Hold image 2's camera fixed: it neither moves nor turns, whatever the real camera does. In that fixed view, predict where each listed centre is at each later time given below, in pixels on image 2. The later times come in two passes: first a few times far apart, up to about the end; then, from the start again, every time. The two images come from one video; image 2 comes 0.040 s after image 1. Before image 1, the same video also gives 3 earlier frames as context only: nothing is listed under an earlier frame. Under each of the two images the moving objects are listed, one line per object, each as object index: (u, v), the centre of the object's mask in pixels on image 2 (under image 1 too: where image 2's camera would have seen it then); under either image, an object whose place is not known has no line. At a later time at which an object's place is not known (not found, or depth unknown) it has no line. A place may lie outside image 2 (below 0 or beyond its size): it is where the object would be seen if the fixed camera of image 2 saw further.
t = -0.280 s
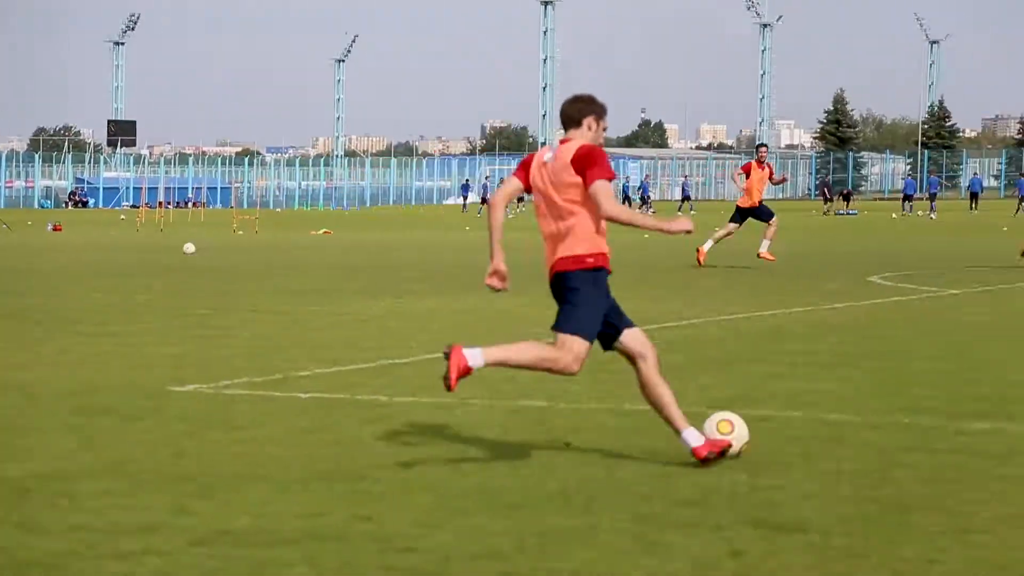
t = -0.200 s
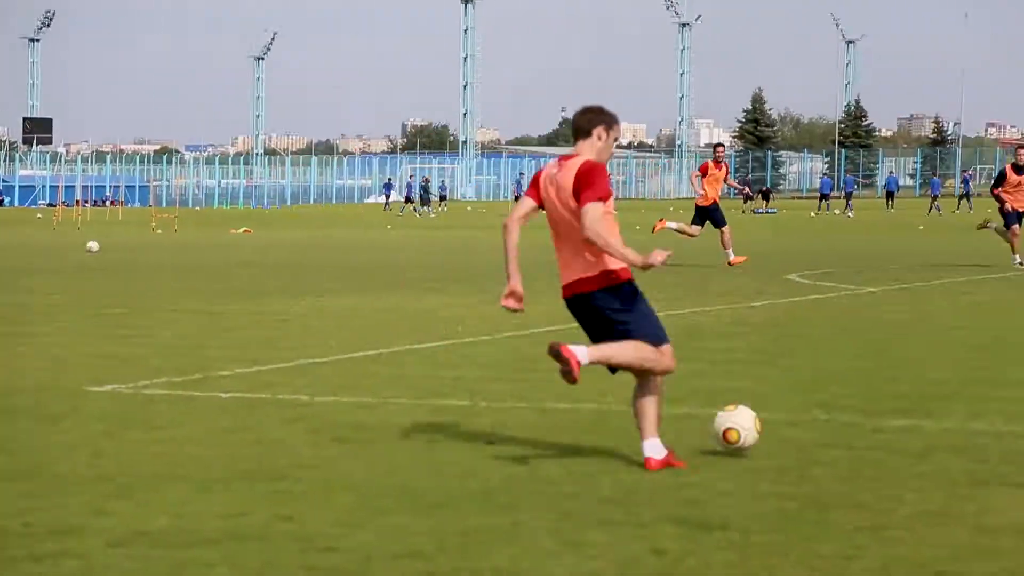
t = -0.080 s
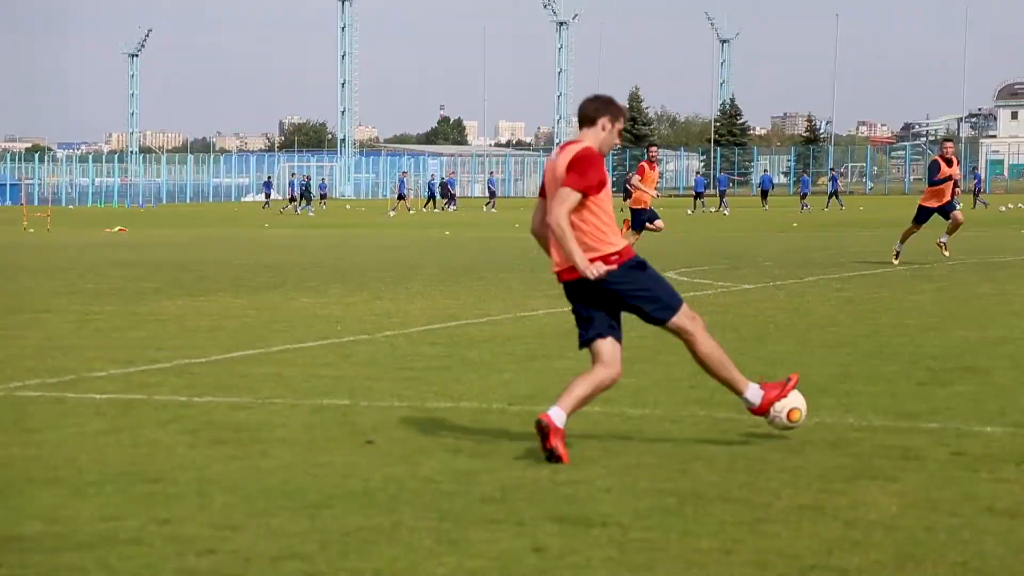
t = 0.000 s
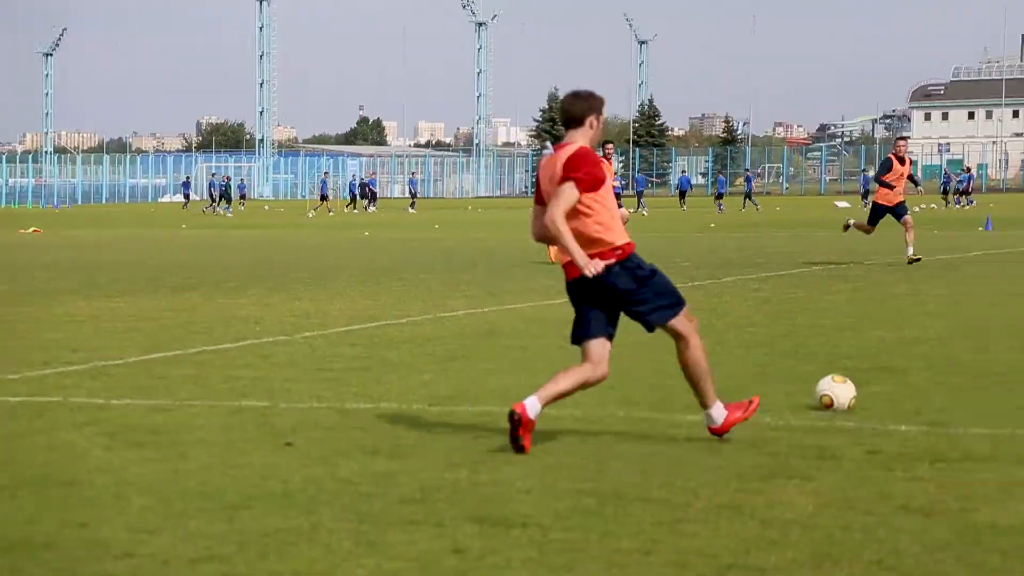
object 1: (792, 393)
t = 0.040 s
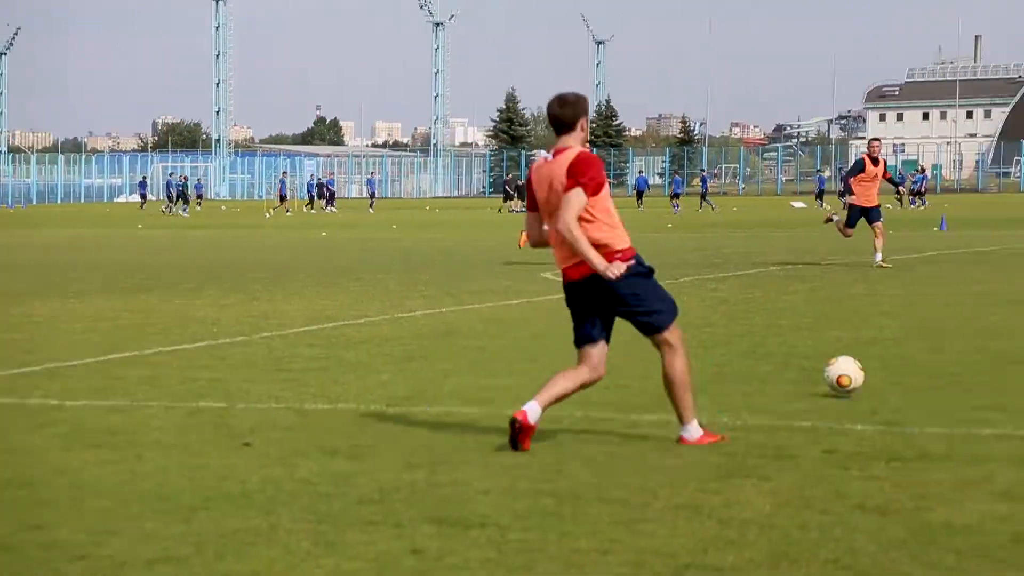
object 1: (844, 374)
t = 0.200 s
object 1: (1007, 339)
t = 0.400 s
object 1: (1134, 311)
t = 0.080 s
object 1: (891, 359)
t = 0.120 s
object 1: (934, 348)
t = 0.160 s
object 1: (973, 341)
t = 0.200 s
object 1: (1007, 339)
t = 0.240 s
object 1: (1039, 338)
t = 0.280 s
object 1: (1068, 336)
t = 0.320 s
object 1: (1092, 326)
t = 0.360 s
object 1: (1114, 317)
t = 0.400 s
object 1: (1134, 311)
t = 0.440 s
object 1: (1153, 309)
